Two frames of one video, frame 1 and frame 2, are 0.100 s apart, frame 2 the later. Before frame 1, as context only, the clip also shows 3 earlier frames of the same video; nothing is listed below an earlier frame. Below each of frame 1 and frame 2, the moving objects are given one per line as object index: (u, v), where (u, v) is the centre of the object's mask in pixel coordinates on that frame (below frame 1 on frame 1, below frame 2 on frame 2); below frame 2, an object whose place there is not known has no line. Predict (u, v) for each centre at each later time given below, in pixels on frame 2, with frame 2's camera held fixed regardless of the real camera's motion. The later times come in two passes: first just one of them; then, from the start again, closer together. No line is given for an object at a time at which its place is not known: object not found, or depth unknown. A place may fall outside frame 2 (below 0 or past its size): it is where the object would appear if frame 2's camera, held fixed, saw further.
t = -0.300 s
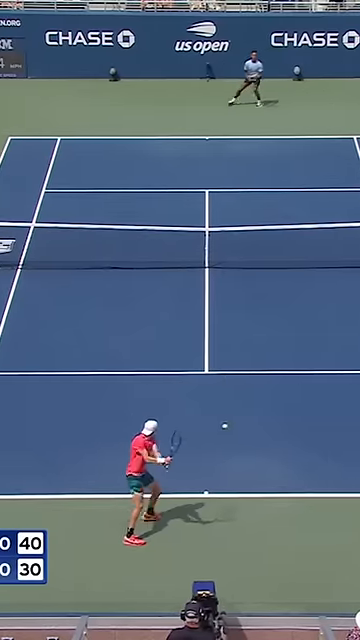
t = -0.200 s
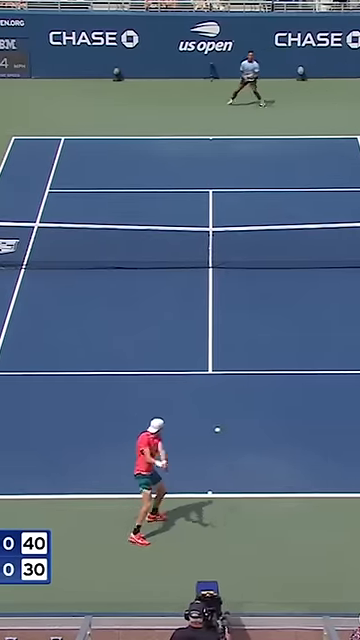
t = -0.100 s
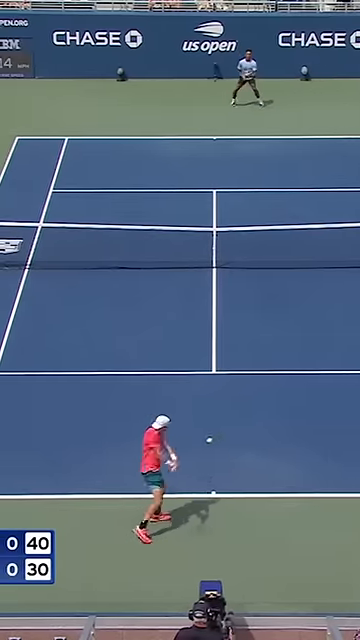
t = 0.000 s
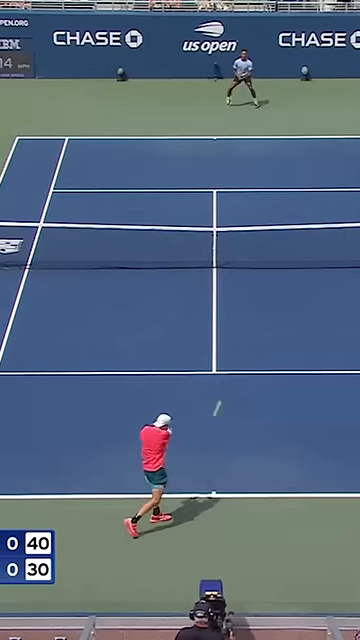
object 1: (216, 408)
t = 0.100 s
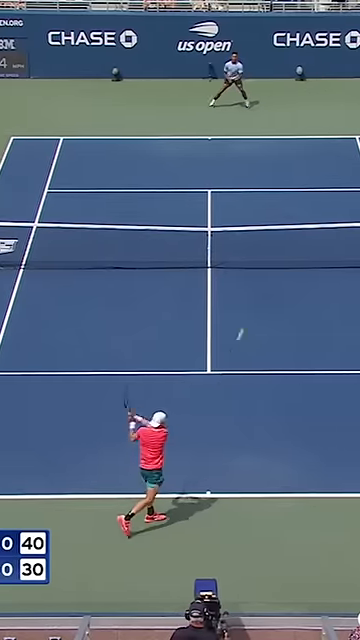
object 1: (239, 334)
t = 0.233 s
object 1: (269, 267)
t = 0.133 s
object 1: (247, 314)
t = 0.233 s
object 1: (269, 267)
